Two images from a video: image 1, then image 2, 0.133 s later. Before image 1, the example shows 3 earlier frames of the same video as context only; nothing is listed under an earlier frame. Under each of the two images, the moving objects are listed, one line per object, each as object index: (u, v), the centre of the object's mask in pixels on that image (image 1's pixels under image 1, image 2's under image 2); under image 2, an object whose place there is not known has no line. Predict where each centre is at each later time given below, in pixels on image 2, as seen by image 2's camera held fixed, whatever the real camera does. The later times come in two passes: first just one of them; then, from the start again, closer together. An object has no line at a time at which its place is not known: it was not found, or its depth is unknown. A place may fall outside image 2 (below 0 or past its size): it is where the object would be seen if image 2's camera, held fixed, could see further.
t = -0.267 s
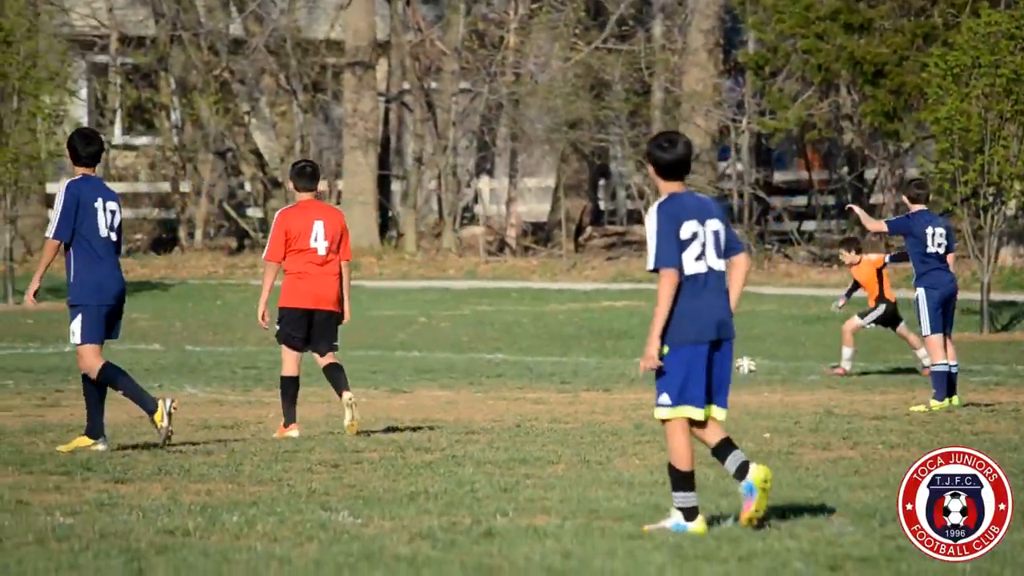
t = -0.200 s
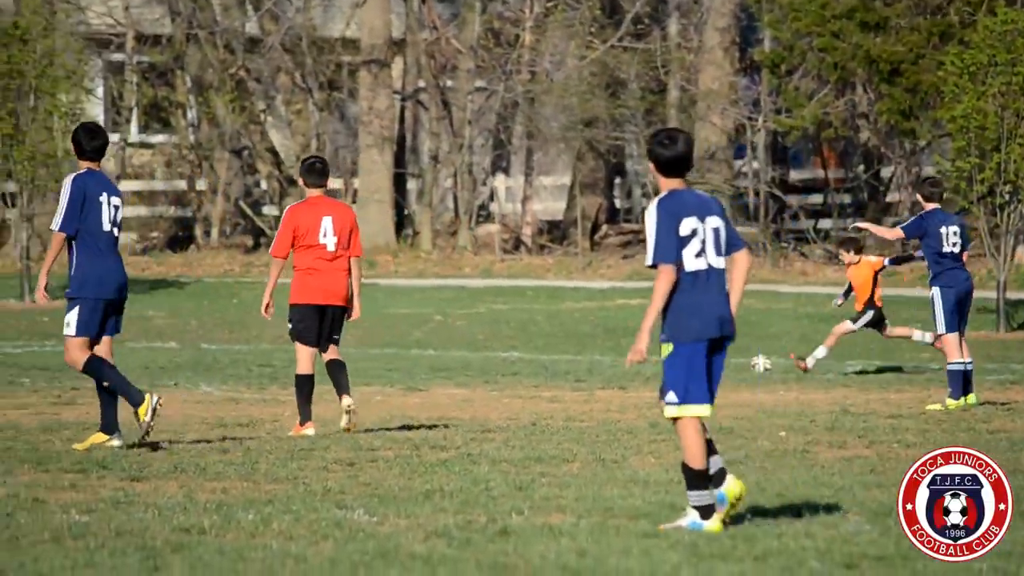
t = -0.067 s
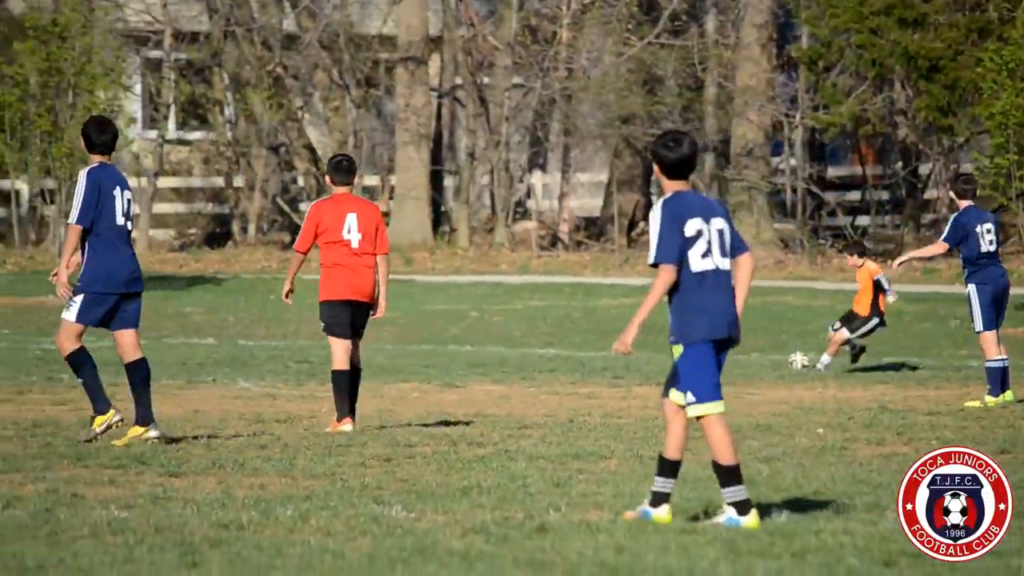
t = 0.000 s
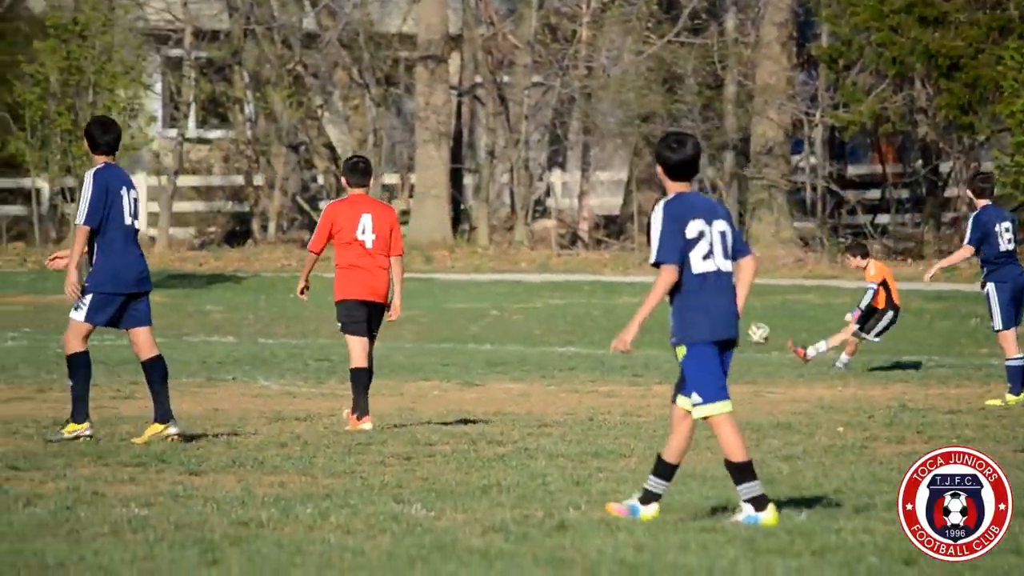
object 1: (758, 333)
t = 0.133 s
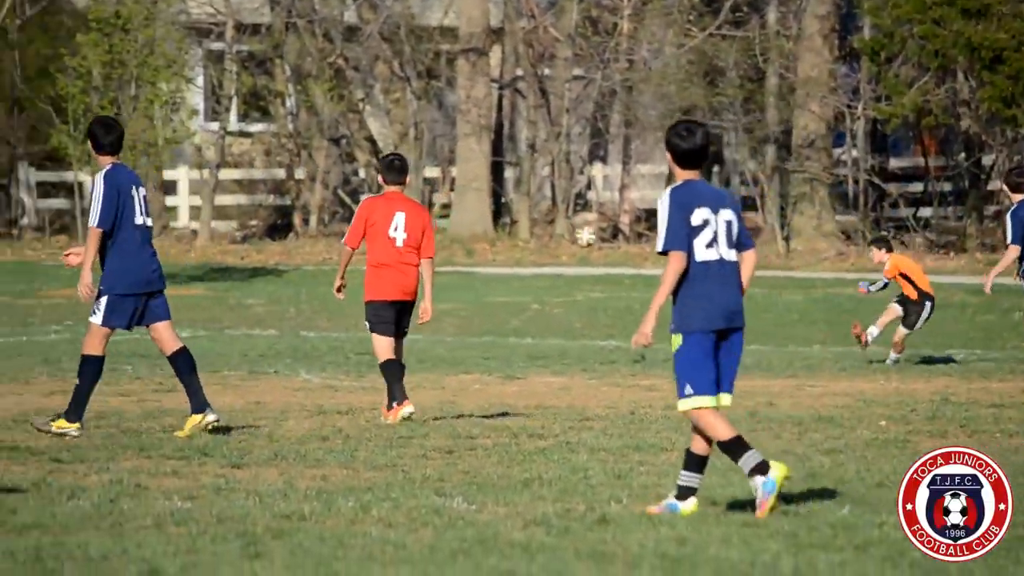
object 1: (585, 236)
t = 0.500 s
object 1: (13, 40)
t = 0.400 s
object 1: (171, 87)
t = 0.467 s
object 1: (66, 55)
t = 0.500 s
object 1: (13, 40)
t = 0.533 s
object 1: (-41, 26)
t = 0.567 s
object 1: (-95, 13)
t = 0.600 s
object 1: (-150, -1)
